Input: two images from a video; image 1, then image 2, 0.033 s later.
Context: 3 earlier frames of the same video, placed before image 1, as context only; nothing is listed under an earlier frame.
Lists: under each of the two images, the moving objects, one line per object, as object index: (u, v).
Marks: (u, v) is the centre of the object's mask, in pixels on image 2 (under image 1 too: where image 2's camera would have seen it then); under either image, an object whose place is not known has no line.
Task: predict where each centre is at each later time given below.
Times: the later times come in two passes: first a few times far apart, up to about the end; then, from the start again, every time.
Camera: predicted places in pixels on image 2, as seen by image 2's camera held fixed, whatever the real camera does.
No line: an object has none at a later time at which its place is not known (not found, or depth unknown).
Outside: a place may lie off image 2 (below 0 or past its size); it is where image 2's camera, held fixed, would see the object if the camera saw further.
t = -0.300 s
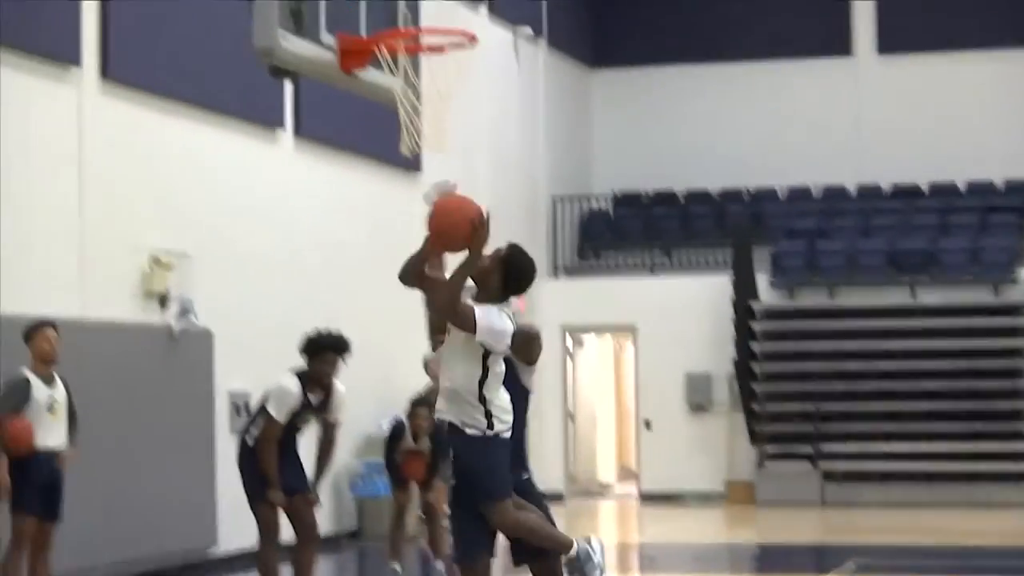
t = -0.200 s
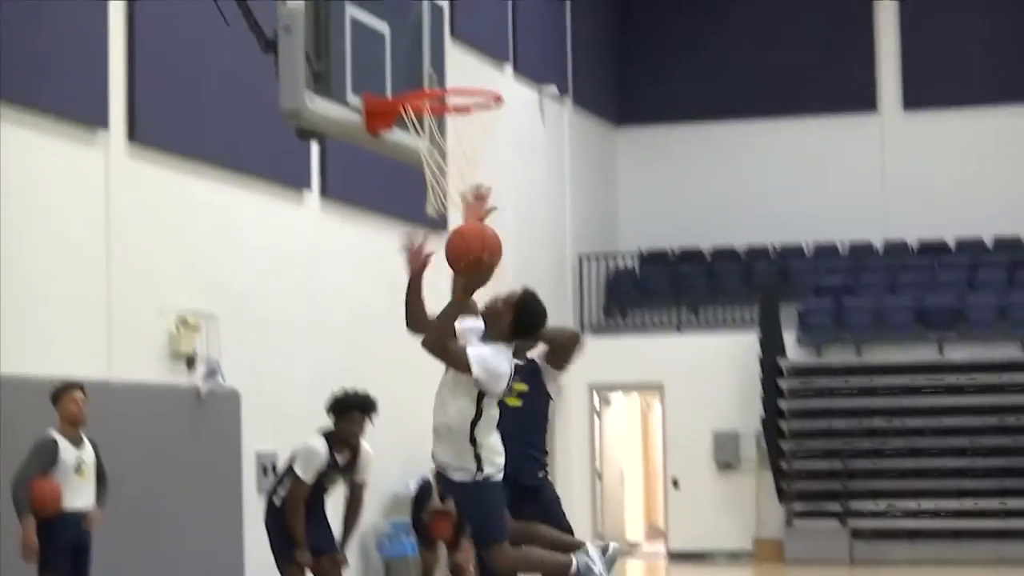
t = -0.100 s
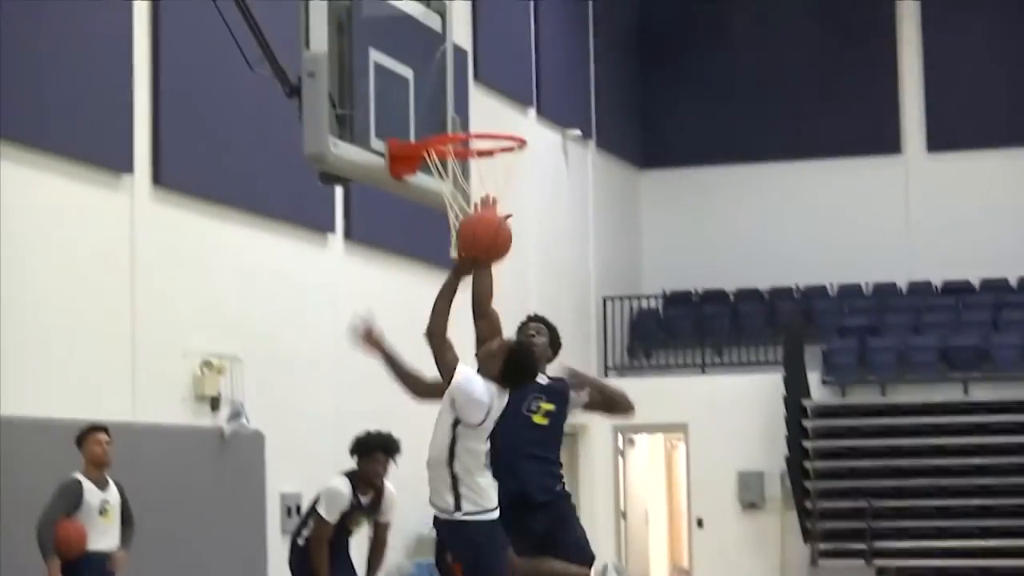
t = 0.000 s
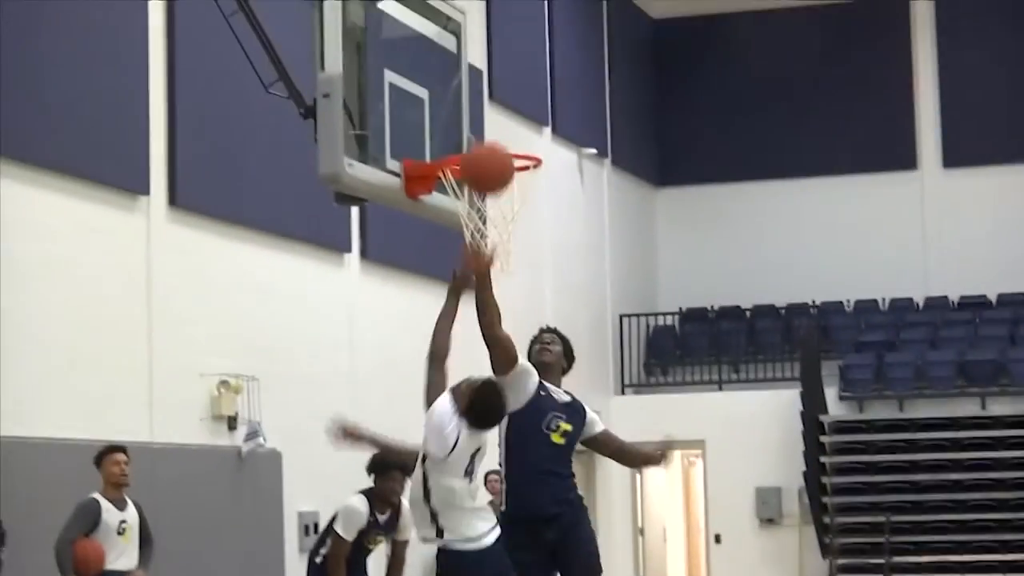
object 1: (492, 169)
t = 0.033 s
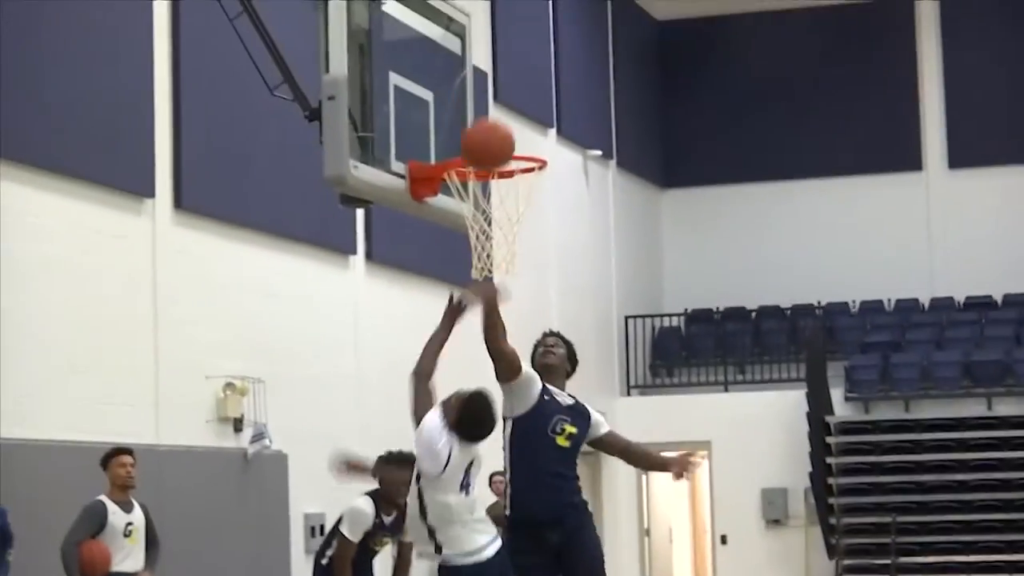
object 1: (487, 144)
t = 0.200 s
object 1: (470, 65)
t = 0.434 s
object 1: (449, 44)
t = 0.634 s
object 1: (473, 118)
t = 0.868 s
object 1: (503, 103)
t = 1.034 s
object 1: (526, 108)
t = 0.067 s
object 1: (483, 124)
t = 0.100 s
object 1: (480, 105)
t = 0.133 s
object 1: (476, 89)
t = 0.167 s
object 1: (473, 76)
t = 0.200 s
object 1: (470, 65)
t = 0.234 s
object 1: (467, 55)
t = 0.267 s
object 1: (463, 49)
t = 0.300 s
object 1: (460, 47)
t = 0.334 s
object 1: (457, 46)
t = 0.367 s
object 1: (455, 43)
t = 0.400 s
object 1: (452, 42)
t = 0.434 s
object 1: (449, 44)
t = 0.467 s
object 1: (446, 51)
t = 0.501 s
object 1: (444, 60)
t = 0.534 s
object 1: (453, 71)
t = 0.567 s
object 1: (459, 84)
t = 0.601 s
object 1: (466, 99)
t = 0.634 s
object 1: (473, 118)
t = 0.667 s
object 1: (480, 136)
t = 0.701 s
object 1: (485, 142)
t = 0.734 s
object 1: (488, 135)
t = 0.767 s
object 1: (492, 124)
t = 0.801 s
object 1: (495, 115)
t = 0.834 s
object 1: (500, 108)
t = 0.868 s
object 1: (503, 103)
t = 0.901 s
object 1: (507, 101)
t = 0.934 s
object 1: (512, 100)
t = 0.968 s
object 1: (517, 101)
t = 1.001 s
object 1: (520, 103)
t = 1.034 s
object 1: (526, 108)
